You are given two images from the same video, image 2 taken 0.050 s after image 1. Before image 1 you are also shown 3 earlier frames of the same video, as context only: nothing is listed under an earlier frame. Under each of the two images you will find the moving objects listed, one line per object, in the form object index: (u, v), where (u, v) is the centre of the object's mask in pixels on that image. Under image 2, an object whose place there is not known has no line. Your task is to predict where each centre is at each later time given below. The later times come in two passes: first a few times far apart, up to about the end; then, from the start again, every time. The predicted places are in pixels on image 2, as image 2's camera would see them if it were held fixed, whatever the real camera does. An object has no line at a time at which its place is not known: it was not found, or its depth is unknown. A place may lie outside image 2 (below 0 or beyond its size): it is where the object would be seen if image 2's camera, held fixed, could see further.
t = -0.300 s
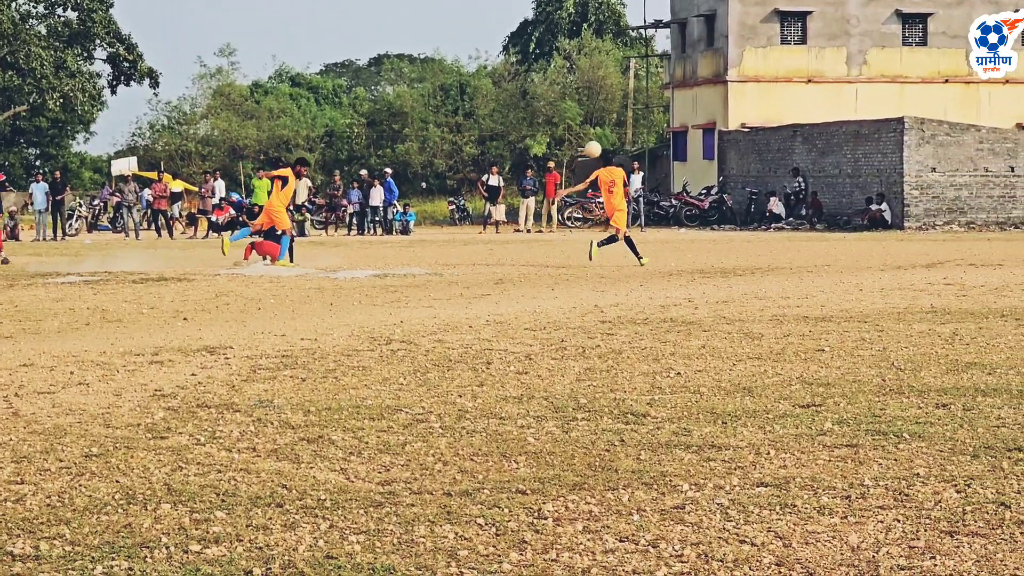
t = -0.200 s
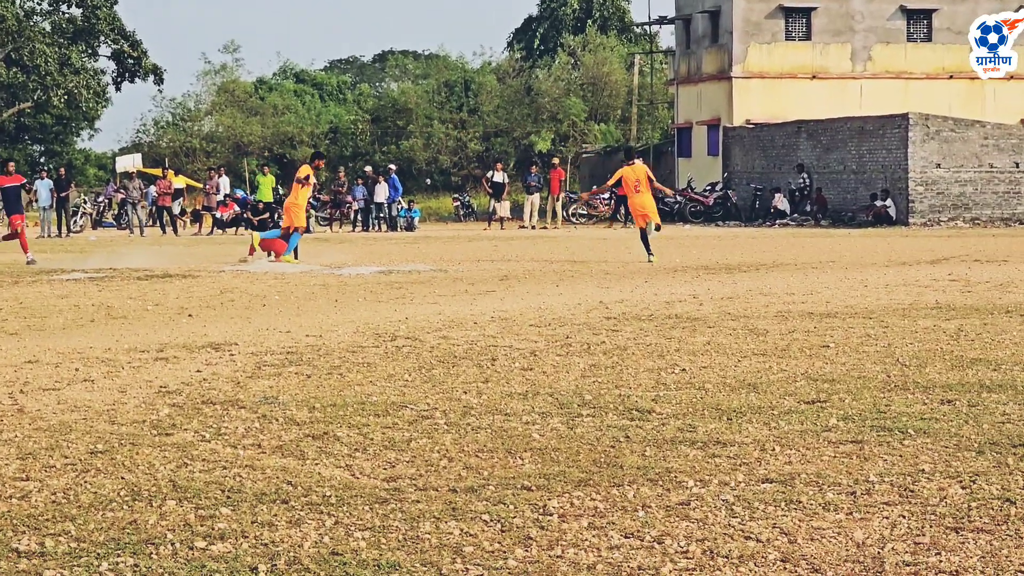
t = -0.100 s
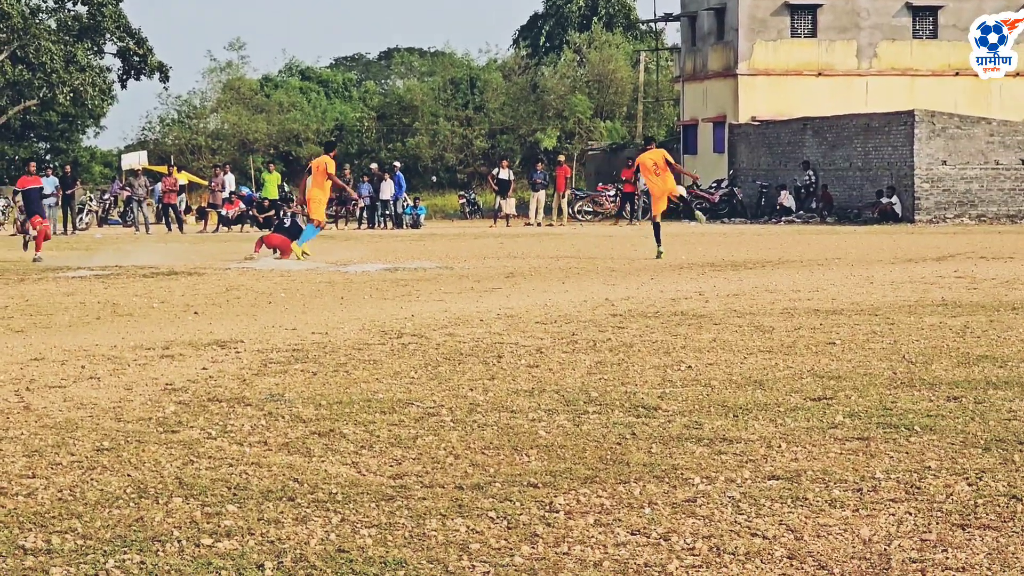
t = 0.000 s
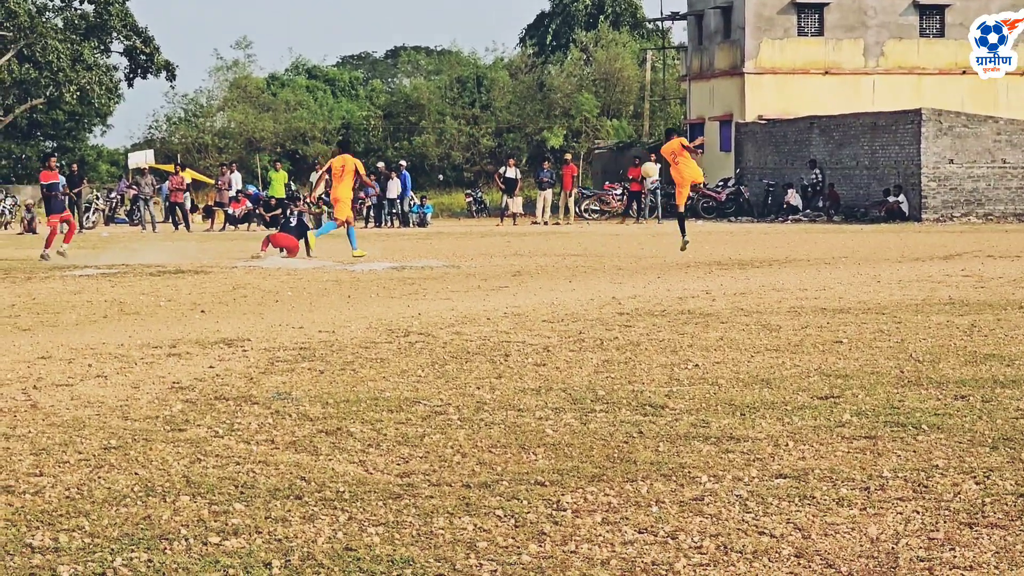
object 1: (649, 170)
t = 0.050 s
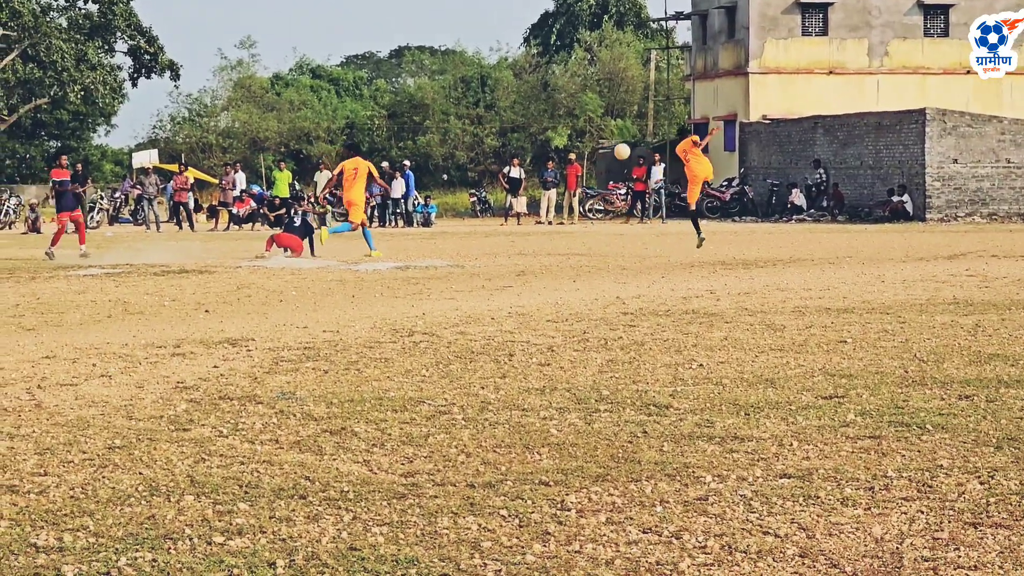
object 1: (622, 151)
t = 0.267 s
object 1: (495, 98)
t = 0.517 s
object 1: (363, 84)
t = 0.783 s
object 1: (237, 116)
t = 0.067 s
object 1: (612, 146)
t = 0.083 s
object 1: (602, 141)
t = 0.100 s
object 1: (591, 136)
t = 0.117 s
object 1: (582, 130)
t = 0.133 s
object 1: (572, 126)
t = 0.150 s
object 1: (562, 121)
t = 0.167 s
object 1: (552, 117)
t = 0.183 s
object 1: (543, 113)
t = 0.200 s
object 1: (533, 110)
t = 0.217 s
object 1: (523, 106)
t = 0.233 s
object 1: (514, 103)
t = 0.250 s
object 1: (504, 101)
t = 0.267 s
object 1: (495, 98)
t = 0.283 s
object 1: (486, 96)
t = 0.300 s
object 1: (477, 93)
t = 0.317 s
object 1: (467, 92)
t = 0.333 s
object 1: (458, 90)
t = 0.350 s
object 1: (450, 88)
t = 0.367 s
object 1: (441, 86)
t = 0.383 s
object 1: (431, 85)
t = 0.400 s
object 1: (422, 84)
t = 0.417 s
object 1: (414, 84)
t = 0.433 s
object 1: (405, 83)
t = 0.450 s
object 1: (397, 83)
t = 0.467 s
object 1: (388, 83)
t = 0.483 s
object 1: (380, 83)
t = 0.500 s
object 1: (371, 84)
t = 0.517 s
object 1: (363, 84)
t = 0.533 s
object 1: (355, 84)
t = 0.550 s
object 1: (347, 85)
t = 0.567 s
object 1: (338, 86)
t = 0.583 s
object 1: (330, 87)
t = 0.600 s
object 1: (322, 88)
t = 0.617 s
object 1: (315, 90)
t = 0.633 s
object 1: (306, 92)
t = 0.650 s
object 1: (299, 94)
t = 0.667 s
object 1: (291, 97)
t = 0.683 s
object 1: (283, 99)
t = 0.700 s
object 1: (275, 101)
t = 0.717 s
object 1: (268, 104)
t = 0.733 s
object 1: (261, 106)
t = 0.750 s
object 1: (253, 109)
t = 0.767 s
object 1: (245, 112)
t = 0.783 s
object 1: (237, 116)
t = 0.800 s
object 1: (230, 119)
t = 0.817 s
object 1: (223, 123)
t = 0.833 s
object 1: (215, 127)
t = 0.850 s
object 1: (208, 131)
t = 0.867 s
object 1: (201, 135)
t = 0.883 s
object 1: (194, 140)
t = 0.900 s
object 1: (186, 144)
